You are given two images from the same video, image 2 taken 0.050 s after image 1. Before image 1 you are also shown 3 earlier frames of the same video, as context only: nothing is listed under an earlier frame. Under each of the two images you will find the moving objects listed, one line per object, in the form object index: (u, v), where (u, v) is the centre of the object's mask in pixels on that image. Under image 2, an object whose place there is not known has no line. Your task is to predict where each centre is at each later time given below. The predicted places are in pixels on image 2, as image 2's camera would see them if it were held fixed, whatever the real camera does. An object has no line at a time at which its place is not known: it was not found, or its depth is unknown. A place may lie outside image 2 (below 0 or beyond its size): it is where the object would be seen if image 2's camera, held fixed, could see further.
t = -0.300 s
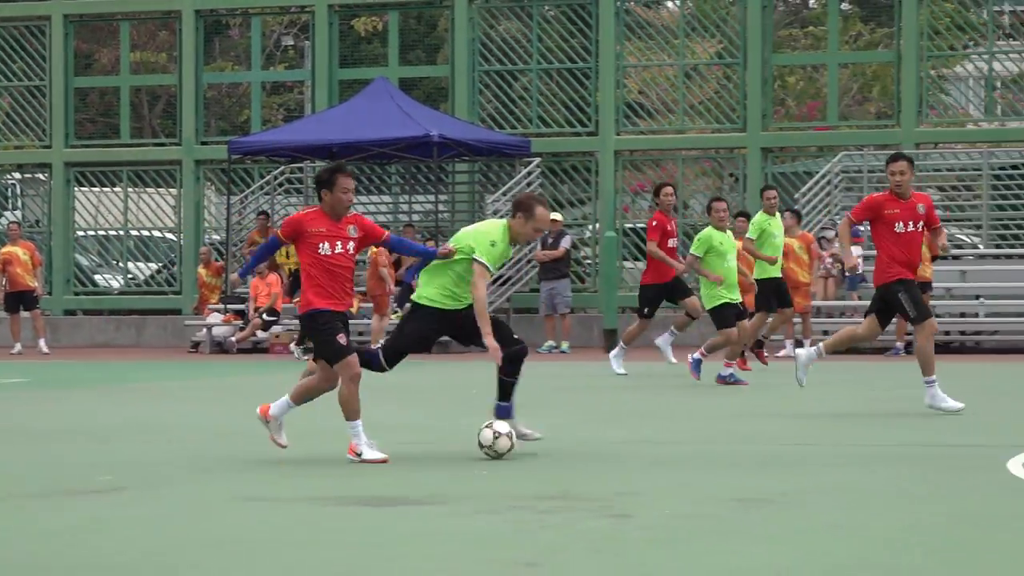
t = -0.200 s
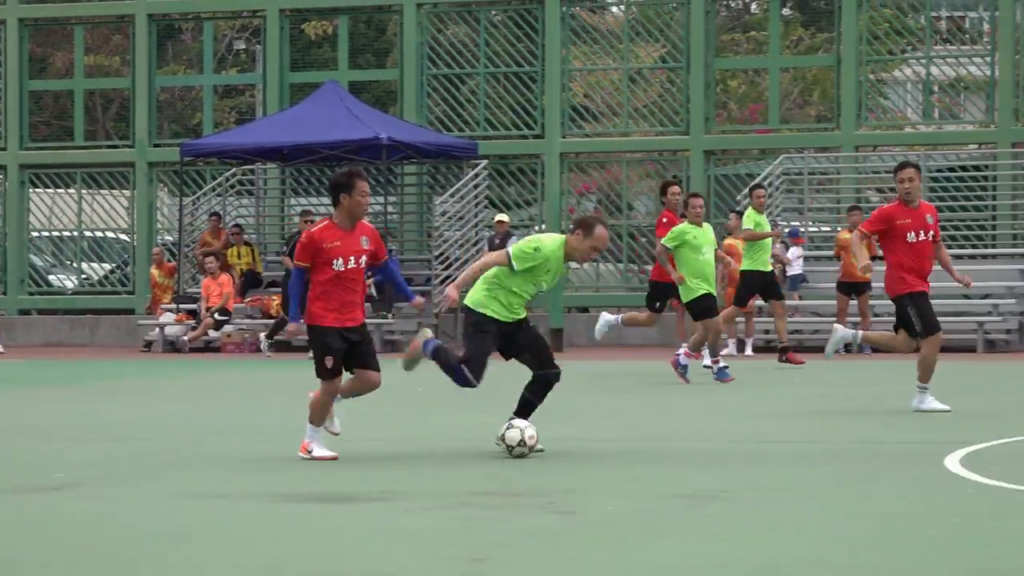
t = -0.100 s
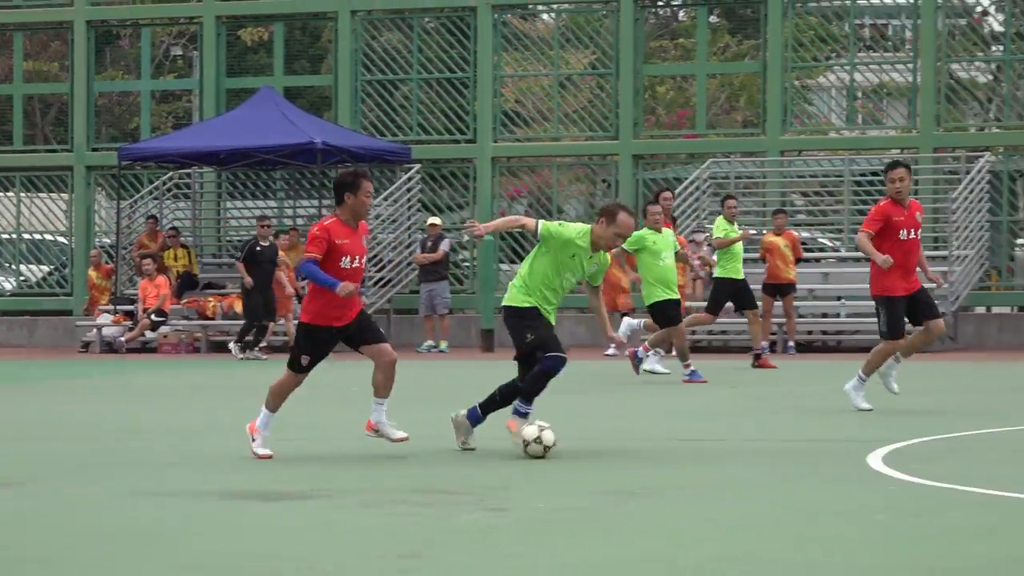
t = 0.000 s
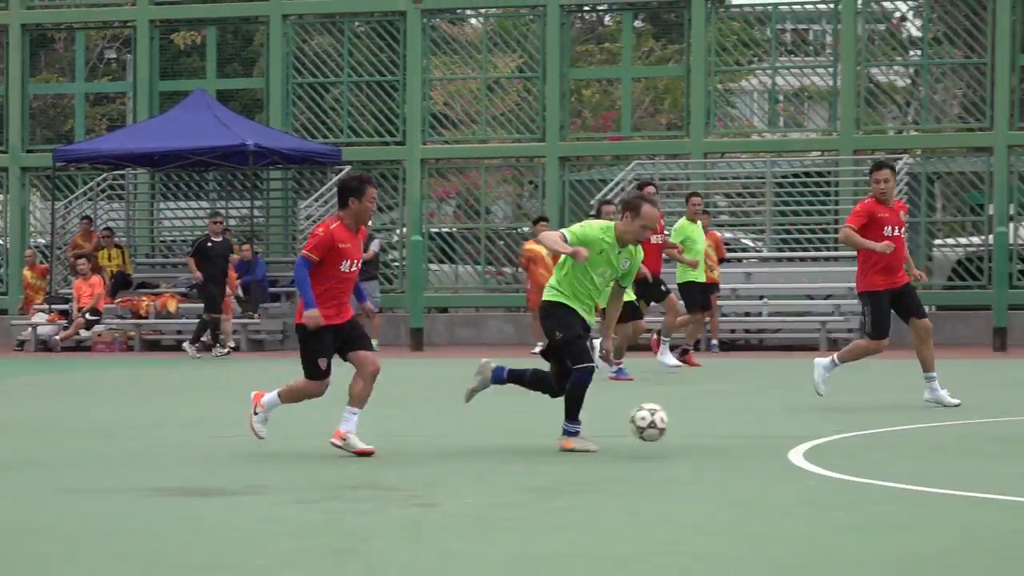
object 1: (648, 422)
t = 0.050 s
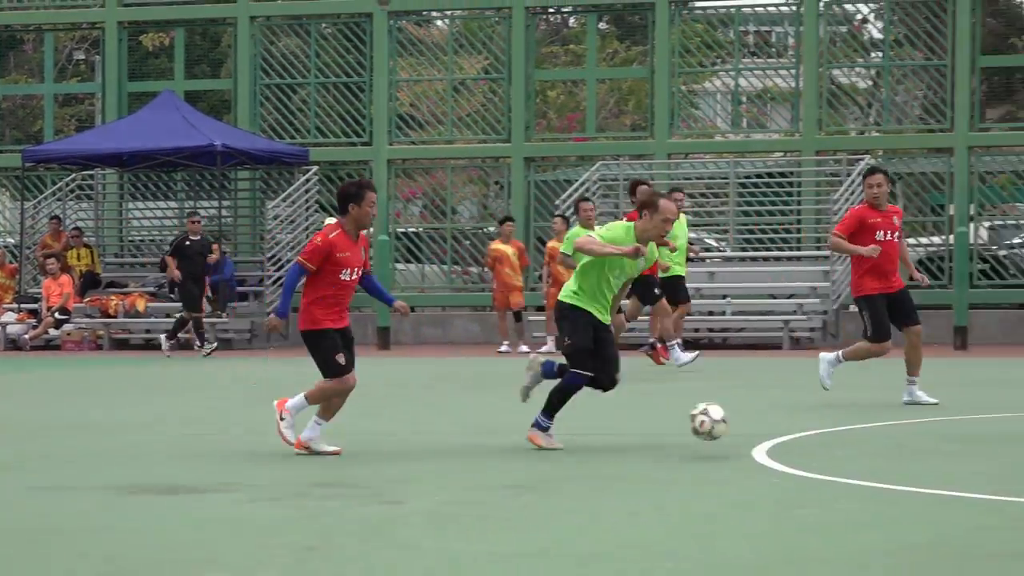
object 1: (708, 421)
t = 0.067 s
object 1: (741, 424)
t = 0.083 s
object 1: (775, 427)
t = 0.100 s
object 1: (810, 430)
